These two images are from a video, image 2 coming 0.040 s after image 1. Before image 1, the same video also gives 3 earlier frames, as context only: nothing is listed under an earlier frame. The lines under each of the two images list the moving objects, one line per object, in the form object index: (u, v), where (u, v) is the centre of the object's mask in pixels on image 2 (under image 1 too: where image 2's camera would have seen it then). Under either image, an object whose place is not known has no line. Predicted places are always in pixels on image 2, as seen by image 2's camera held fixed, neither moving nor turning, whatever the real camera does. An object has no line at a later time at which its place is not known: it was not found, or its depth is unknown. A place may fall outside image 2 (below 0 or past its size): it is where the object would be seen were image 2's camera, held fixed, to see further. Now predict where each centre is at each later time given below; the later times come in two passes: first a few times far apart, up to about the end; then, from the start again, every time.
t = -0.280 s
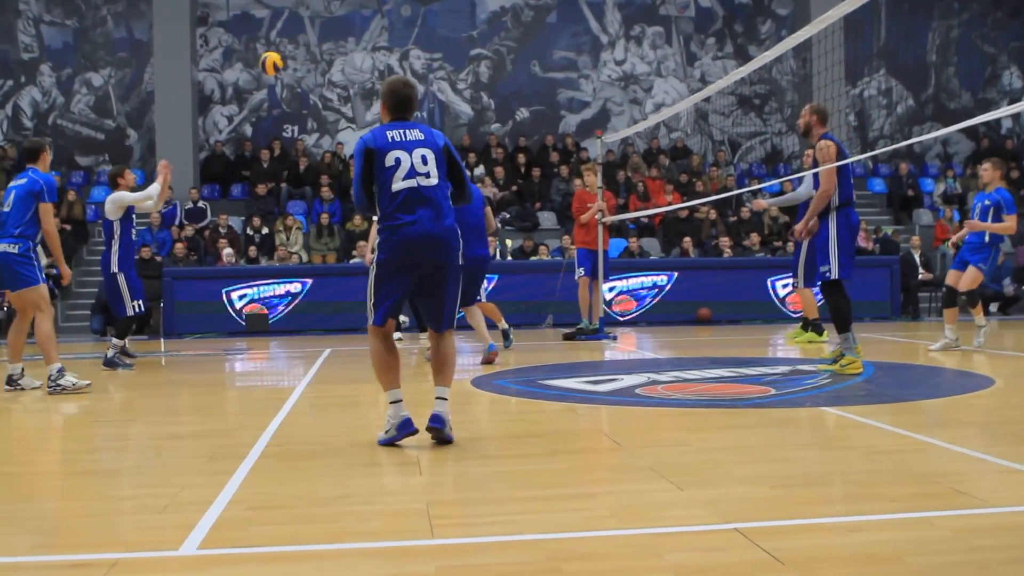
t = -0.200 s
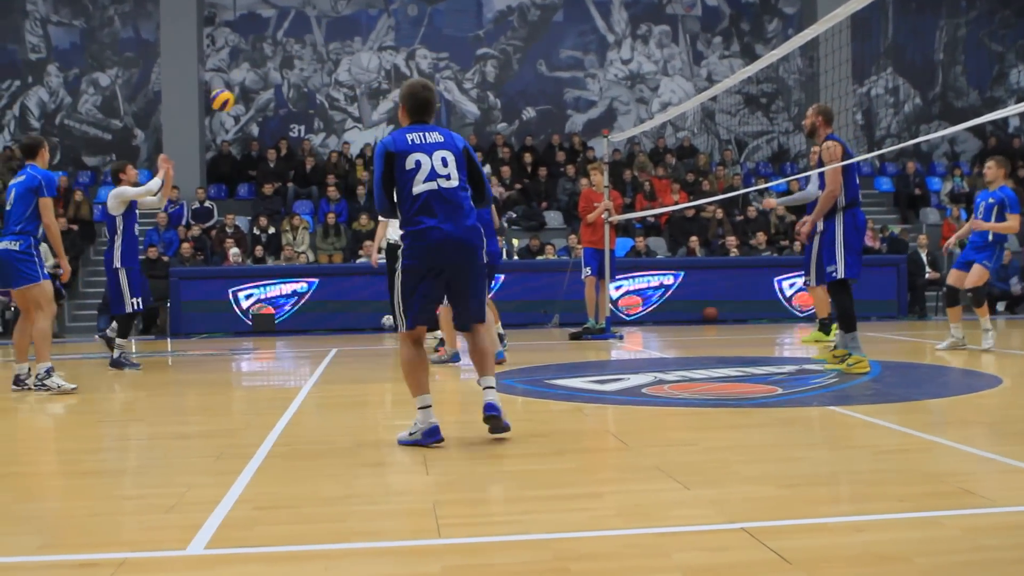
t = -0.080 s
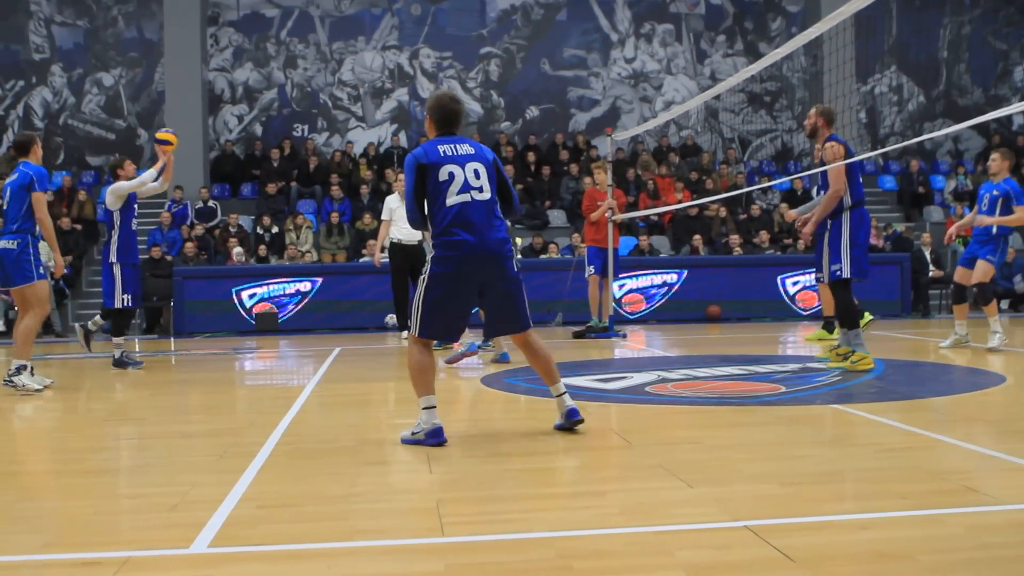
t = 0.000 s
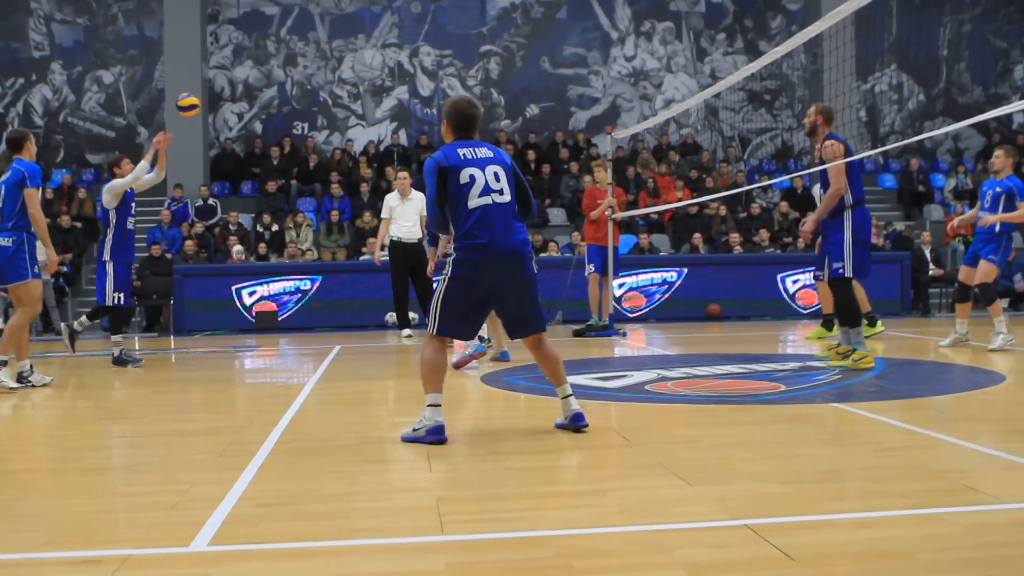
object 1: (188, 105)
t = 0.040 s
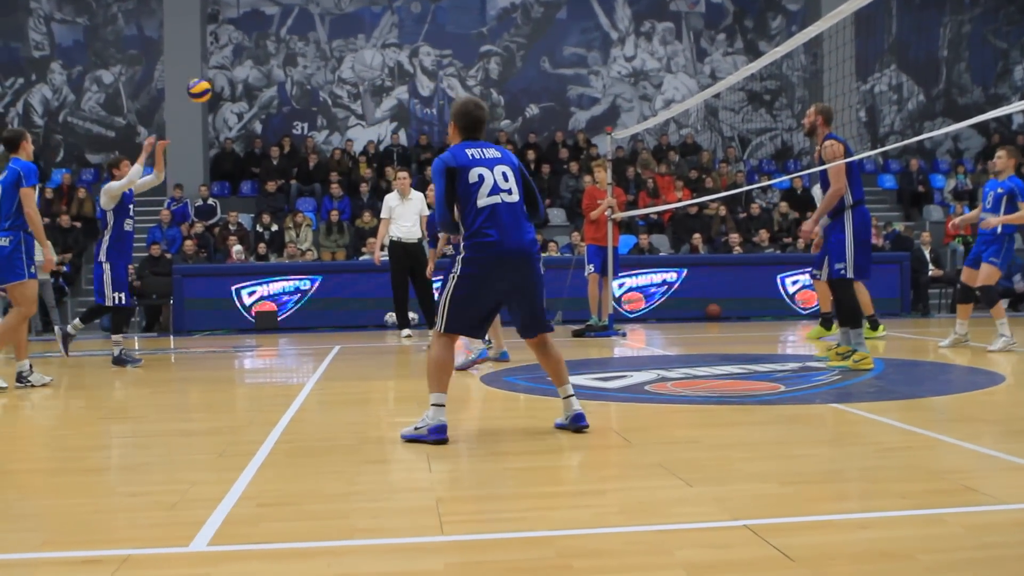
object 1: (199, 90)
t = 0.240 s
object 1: (258, 45)
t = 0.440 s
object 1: (321, 44)
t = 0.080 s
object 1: (211, 78)
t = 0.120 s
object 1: (222, 67)
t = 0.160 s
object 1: (234, 58)
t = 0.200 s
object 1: (245, 51)
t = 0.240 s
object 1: (258, 45)
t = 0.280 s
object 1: (269, 41)
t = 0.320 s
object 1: (283, 40)
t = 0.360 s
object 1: (295, 39)
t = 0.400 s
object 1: (308, 41)
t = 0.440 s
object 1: (321, 44)
